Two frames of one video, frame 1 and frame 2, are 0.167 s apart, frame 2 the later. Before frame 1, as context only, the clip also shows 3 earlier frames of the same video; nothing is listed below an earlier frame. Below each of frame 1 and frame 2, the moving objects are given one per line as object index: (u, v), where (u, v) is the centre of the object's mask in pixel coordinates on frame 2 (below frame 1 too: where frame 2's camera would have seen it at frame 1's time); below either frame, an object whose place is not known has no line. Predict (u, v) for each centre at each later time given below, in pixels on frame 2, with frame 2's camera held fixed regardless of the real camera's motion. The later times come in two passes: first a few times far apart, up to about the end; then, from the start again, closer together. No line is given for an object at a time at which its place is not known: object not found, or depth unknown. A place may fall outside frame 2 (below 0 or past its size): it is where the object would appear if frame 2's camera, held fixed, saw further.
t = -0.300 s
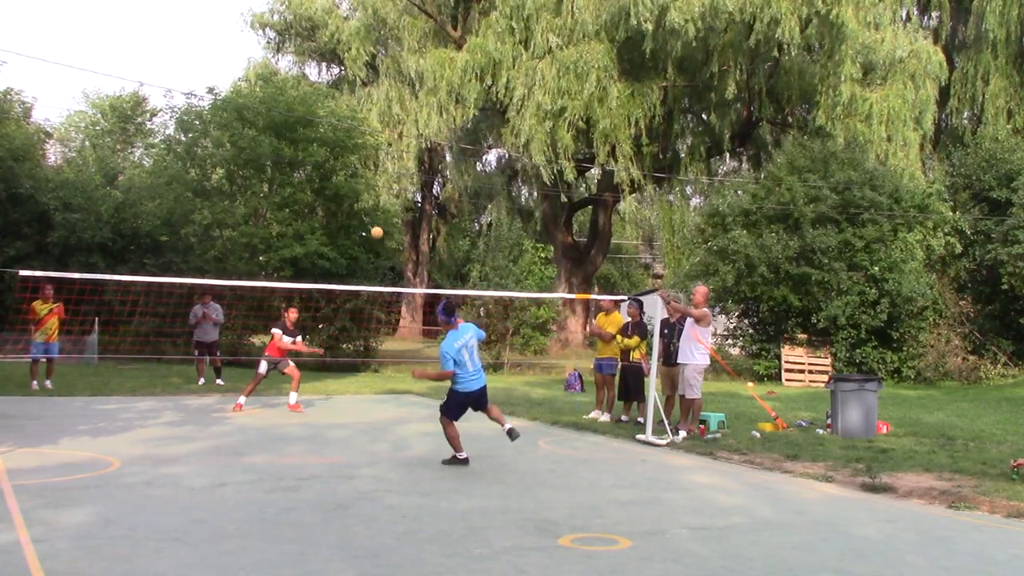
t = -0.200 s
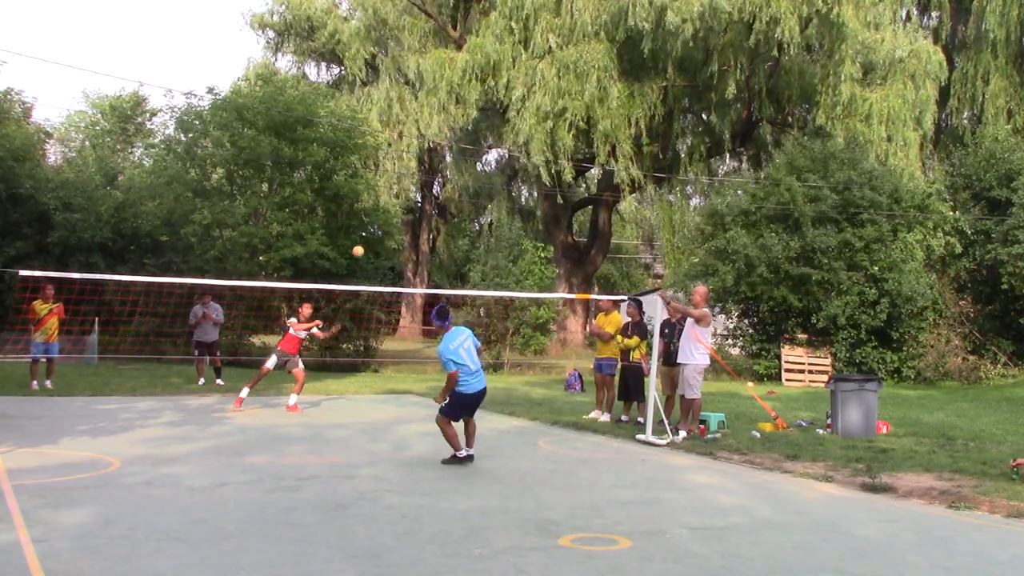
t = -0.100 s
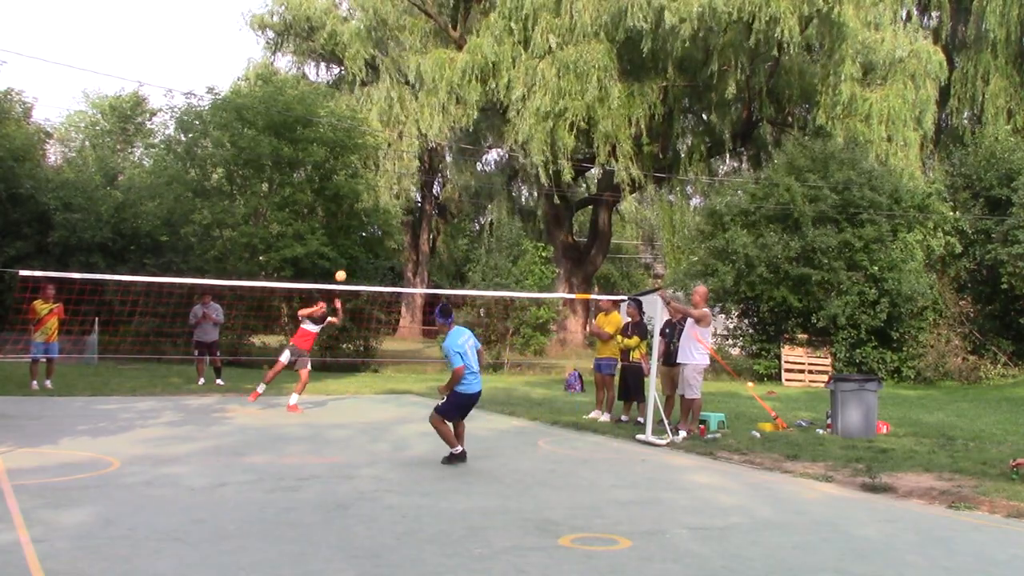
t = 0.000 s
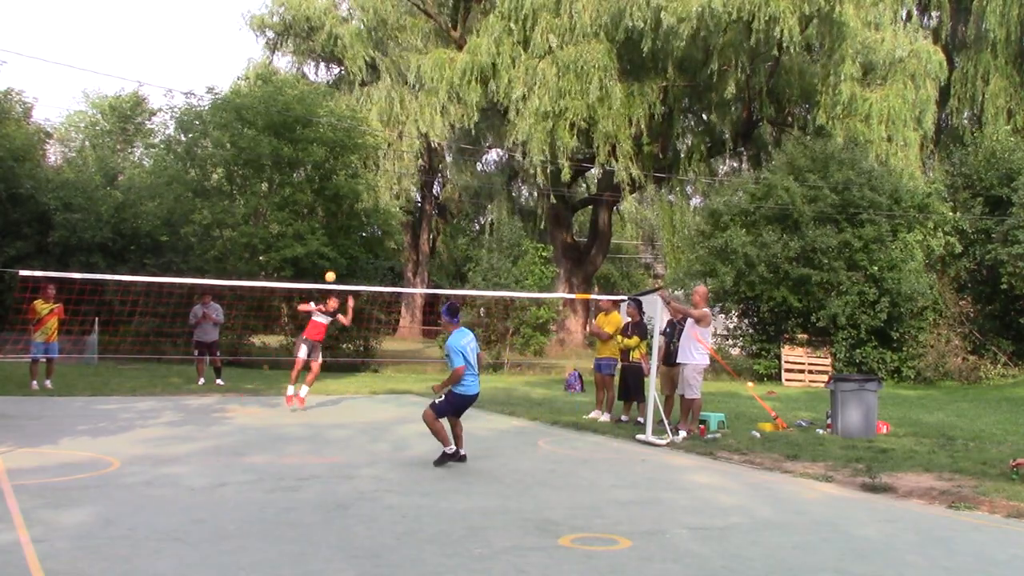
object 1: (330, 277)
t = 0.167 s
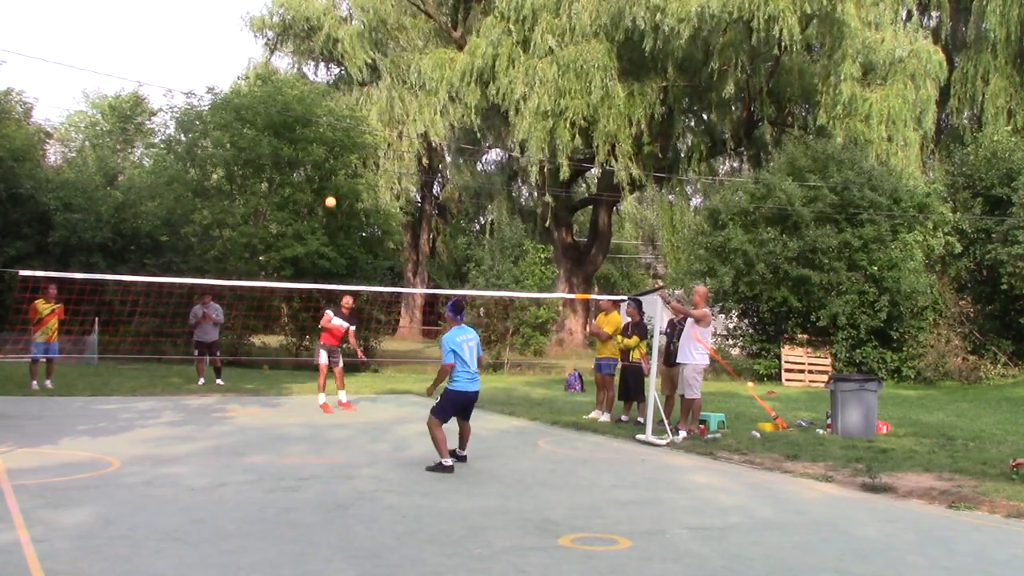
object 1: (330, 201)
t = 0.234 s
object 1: (329, 177)
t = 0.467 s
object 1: (326, 119)
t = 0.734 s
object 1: (319, 102)
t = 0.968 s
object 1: (310, 133)
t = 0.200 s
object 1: (330, 189)
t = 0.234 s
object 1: (329, 177)
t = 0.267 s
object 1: (329, 167)
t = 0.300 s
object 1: (329, 157)
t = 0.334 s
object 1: (328, 148)
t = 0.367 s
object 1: (328, 139)
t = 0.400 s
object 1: (327, 132)
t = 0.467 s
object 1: (326, 119)
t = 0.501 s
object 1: (325, 114)
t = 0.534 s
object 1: (325, 110)
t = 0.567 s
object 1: (324, 107)
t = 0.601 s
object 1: (323, 104)
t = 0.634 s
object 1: (322, 103)
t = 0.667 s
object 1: (321, 102)
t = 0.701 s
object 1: (320, 102)
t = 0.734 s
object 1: (319, 102)
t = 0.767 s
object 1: (318, 104)
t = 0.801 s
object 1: (316, 107)
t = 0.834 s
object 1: (315, 110)
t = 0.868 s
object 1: (314, 114)
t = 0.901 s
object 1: (313, 120)
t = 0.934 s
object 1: (312, 126)
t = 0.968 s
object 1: (310, 133)
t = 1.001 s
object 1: (309, 140)
